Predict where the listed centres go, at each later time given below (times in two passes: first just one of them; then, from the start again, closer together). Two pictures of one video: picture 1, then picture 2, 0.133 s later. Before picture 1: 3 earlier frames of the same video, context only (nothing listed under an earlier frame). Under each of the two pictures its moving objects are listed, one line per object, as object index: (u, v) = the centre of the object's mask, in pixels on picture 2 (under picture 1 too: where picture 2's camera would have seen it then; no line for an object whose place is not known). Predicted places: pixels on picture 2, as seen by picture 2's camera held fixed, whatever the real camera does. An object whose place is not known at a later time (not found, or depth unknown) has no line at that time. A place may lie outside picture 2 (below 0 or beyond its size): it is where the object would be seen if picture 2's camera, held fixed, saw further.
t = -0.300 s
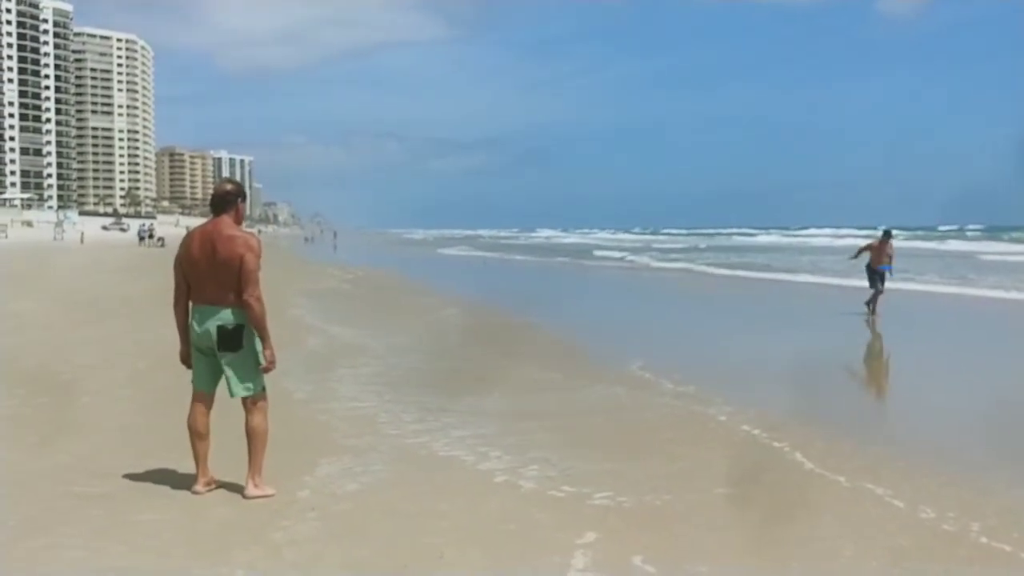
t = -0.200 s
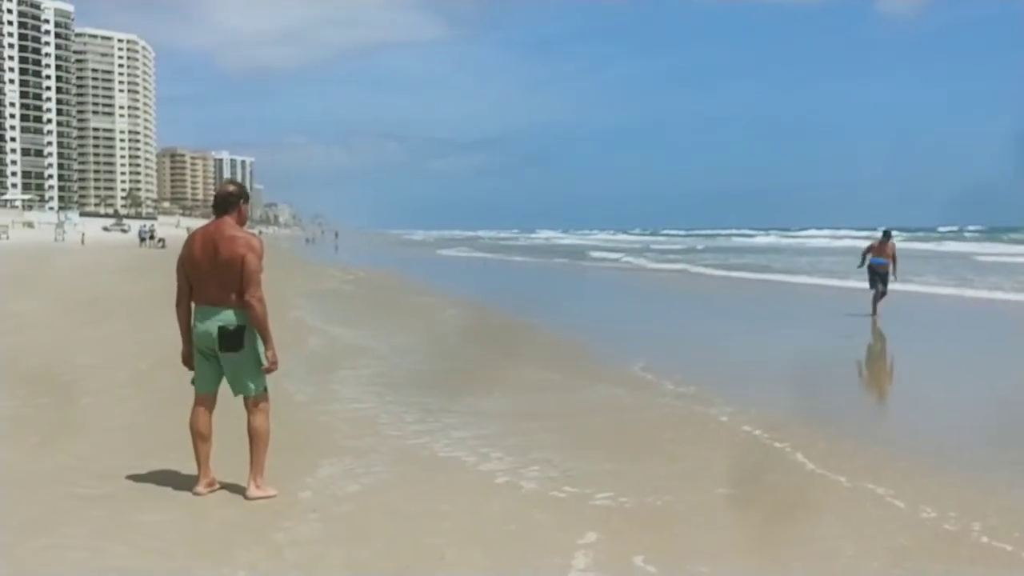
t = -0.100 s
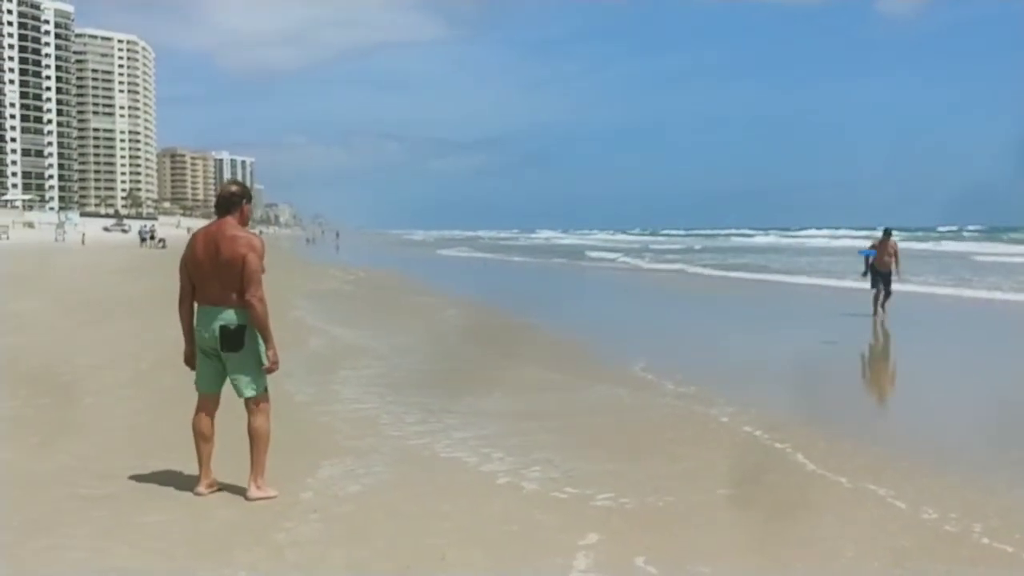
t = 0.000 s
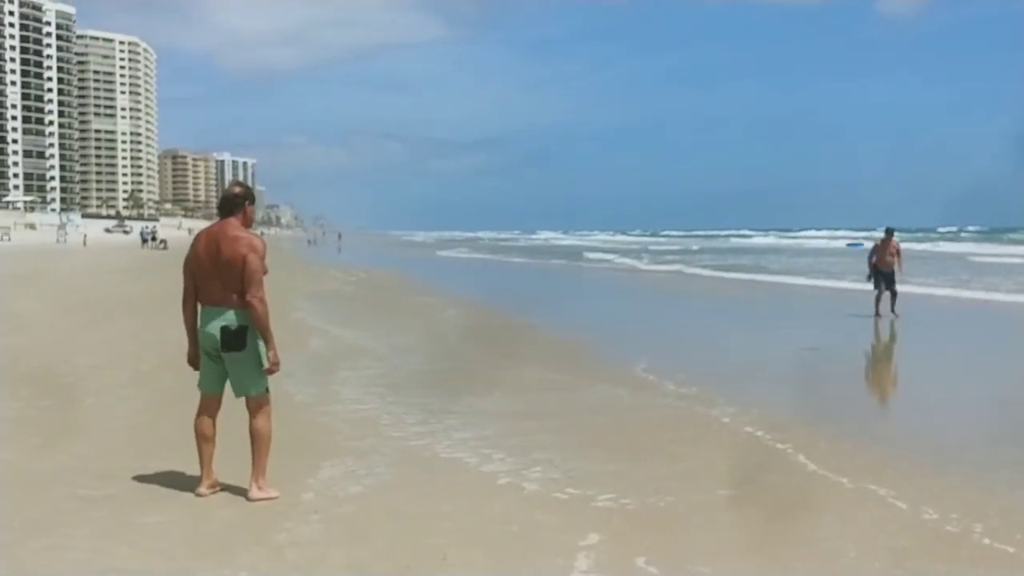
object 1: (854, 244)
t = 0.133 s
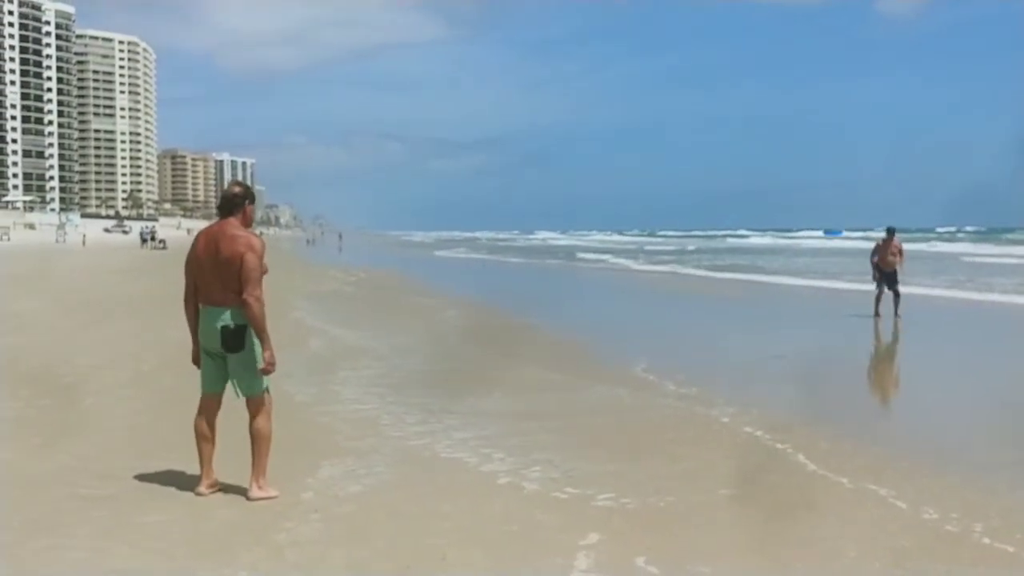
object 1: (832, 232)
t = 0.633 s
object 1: (694, 201)
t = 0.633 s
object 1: (694, 201)
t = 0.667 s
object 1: (681, 200)
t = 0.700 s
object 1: (666, 198)
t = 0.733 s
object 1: (651, 197)
